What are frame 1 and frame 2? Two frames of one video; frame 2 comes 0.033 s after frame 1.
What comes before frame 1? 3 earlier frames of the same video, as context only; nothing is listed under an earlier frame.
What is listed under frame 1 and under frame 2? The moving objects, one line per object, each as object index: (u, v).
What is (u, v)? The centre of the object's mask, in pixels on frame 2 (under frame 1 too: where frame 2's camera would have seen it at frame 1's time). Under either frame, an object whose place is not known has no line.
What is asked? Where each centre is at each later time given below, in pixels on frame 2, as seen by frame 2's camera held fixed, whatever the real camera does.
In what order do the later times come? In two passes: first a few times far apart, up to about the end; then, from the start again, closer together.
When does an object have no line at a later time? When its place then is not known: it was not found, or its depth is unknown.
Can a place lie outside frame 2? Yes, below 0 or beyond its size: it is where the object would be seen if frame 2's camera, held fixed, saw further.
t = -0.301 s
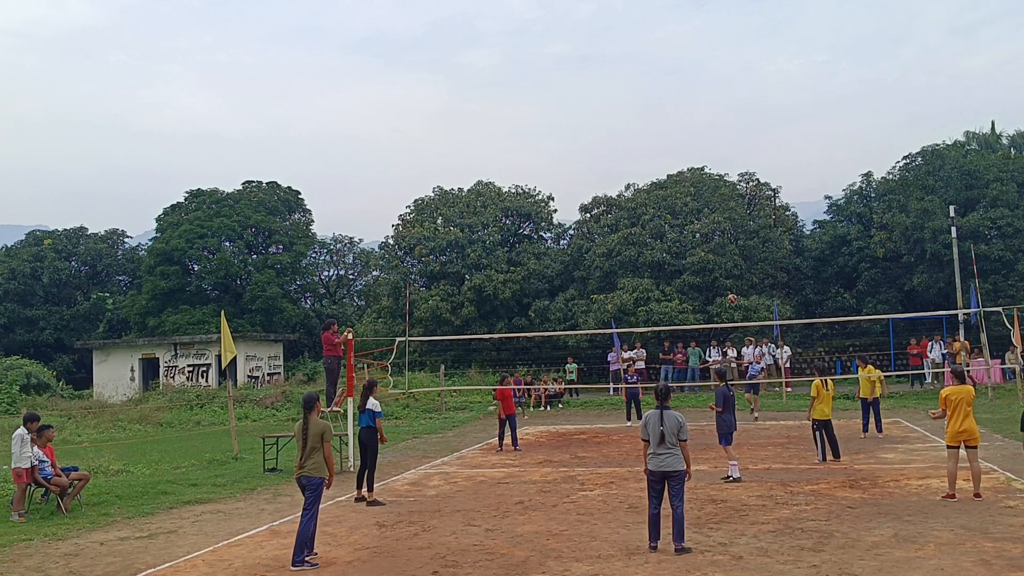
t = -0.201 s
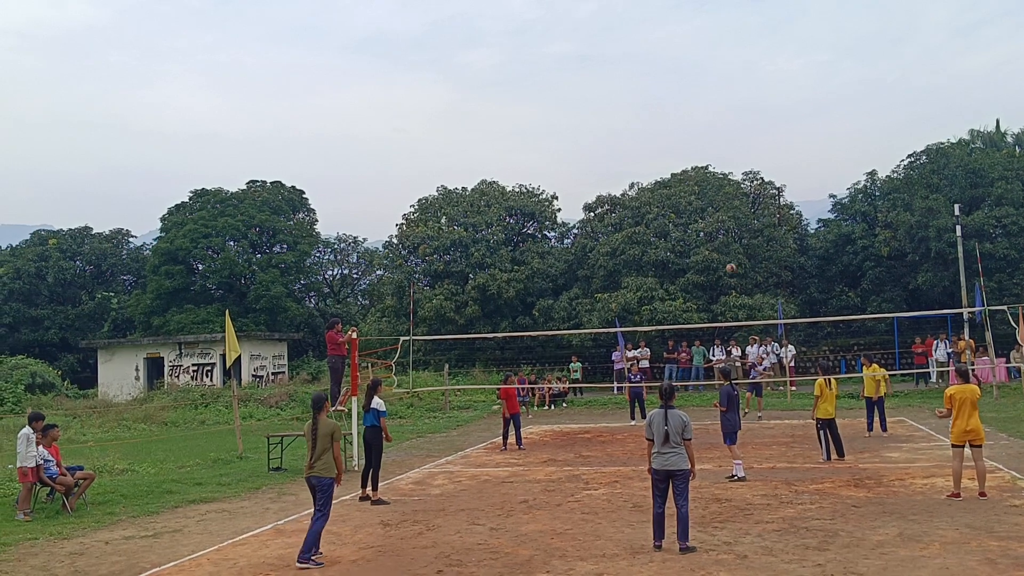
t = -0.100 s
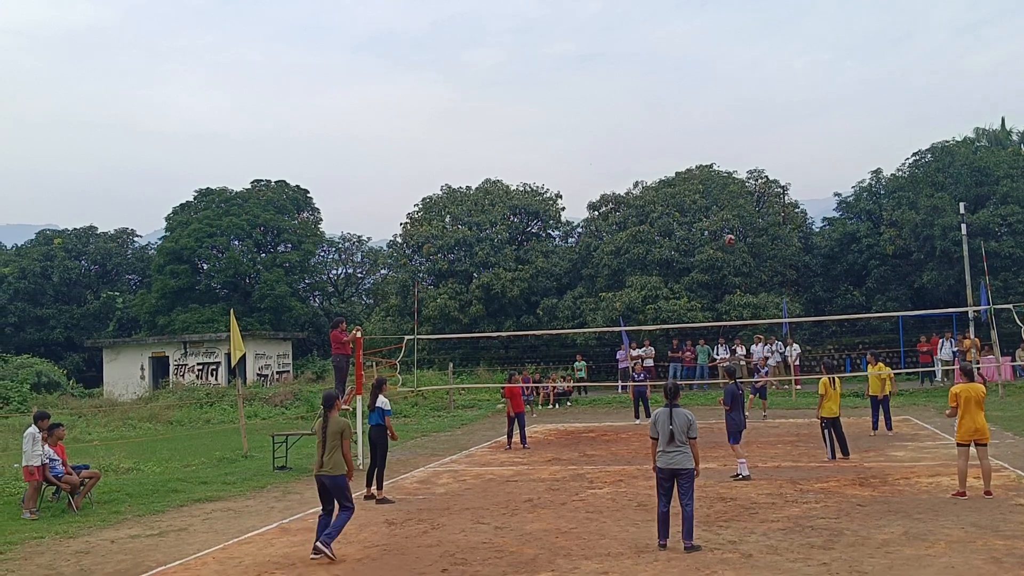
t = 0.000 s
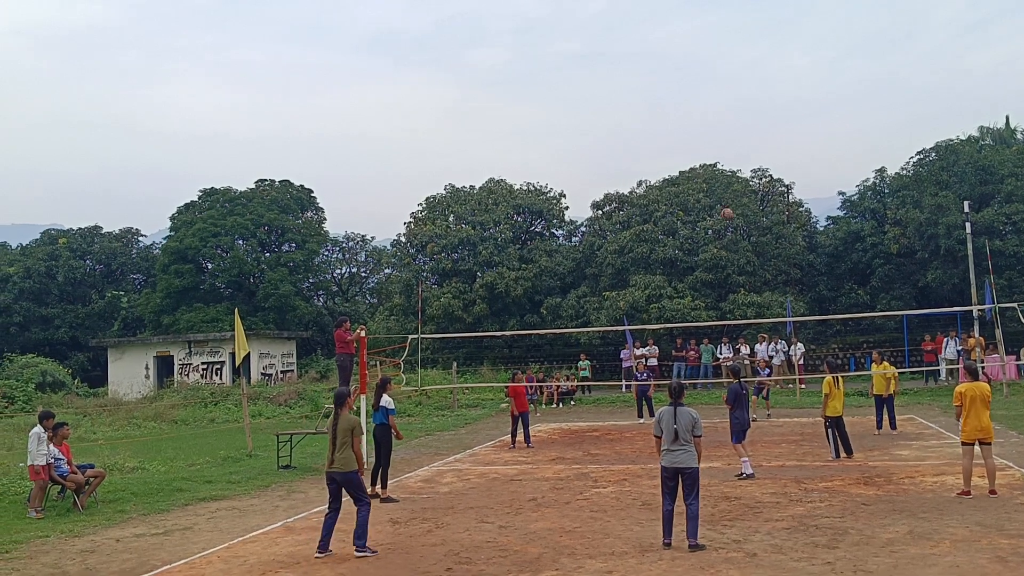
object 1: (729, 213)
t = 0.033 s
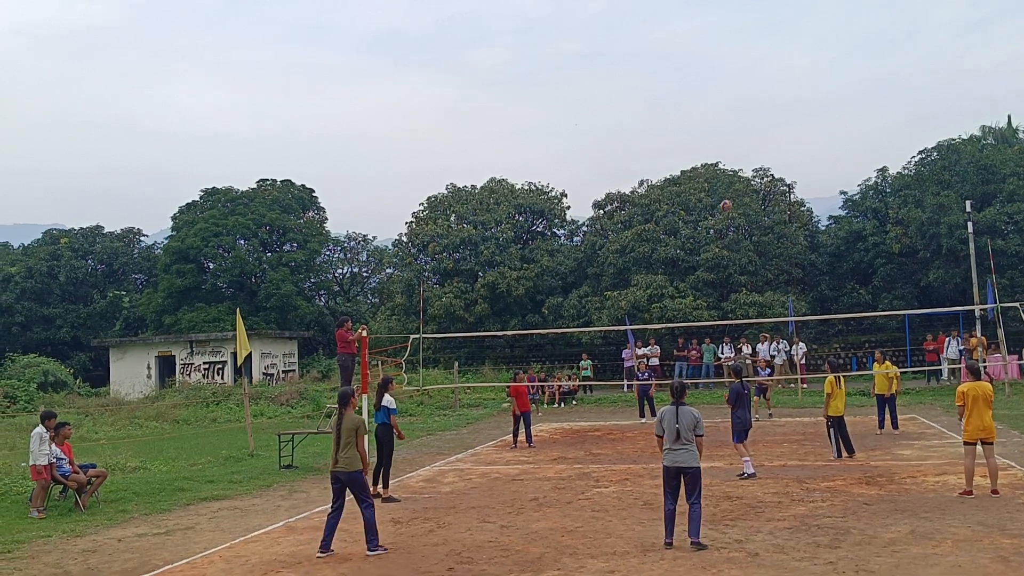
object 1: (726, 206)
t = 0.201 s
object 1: (713, 172)
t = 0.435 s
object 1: (691, 143)
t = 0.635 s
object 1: (668, 140)
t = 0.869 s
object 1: (633, 182)
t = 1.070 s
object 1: (597, 279)
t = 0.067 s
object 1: (724, 199)
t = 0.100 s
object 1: (721, 191)
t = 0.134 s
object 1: (719, 184)
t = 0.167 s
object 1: (716, 178)
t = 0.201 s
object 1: (713, 172)
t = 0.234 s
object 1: (711, 167)
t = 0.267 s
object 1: (709, 162)
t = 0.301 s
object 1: (706, 157)
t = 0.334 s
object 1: (701, 153)
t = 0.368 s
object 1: (697, 149)
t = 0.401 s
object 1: (694, 145)
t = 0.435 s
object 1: (691, 143)
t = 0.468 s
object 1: (687, 140)
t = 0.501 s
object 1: (684, 139)
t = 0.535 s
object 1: (680, 138)
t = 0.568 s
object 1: (676, 138)
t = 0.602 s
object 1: (672, 139)
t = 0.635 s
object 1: (668, 140)
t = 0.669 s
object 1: (663, 143)
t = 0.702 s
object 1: (658, 147)
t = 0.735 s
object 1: (653, 151)
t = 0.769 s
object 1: (648, 157)
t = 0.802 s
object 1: (643, 164)
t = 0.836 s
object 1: (638, 173)
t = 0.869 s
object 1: (633, 182)
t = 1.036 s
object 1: (603, 258)
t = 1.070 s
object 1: (597, 279)
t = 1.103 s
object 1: (590, 304)
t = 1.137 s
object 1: (583, 331)
